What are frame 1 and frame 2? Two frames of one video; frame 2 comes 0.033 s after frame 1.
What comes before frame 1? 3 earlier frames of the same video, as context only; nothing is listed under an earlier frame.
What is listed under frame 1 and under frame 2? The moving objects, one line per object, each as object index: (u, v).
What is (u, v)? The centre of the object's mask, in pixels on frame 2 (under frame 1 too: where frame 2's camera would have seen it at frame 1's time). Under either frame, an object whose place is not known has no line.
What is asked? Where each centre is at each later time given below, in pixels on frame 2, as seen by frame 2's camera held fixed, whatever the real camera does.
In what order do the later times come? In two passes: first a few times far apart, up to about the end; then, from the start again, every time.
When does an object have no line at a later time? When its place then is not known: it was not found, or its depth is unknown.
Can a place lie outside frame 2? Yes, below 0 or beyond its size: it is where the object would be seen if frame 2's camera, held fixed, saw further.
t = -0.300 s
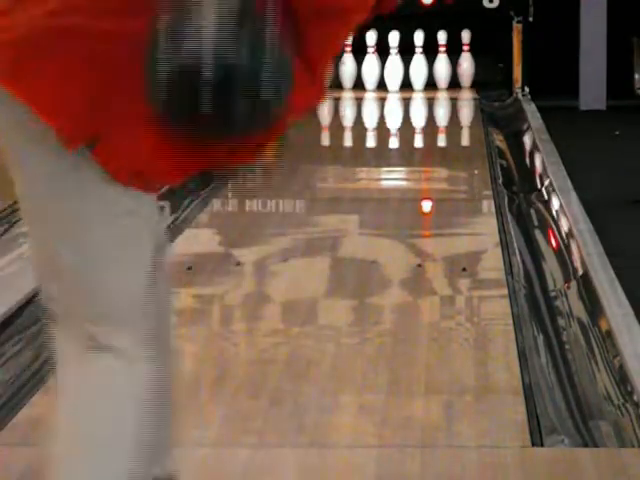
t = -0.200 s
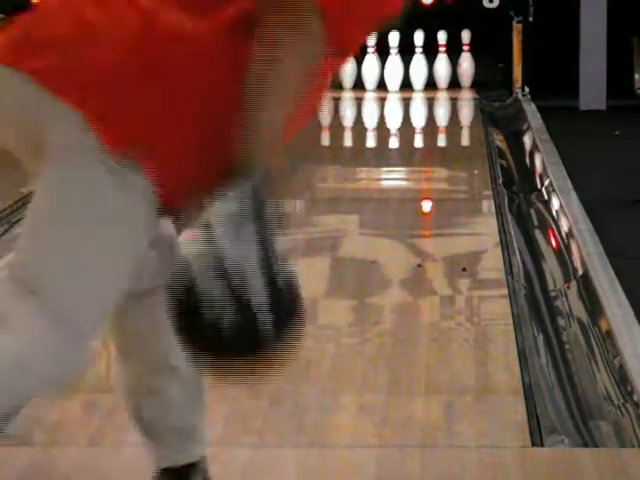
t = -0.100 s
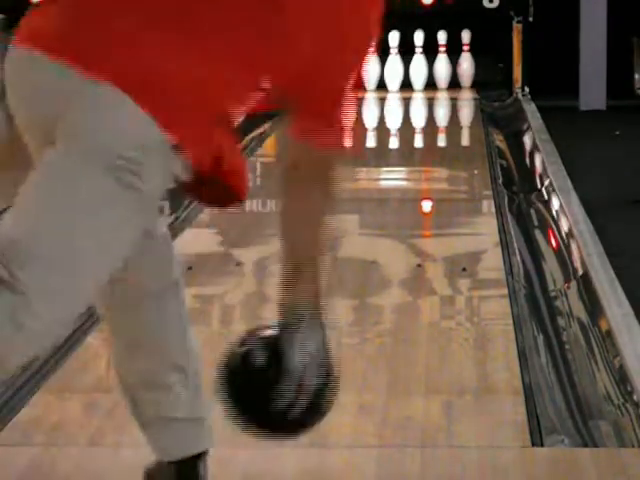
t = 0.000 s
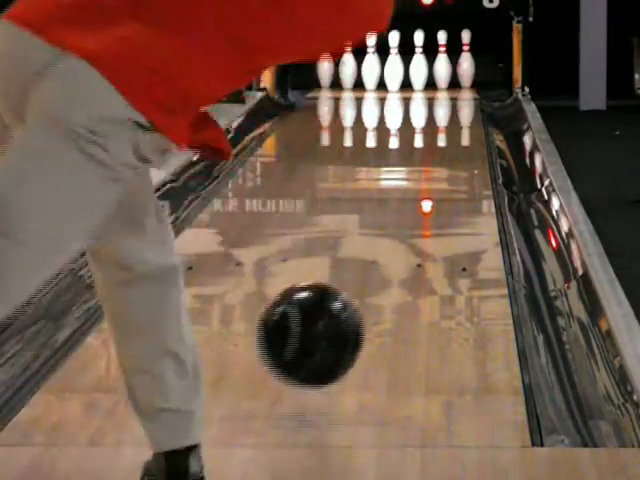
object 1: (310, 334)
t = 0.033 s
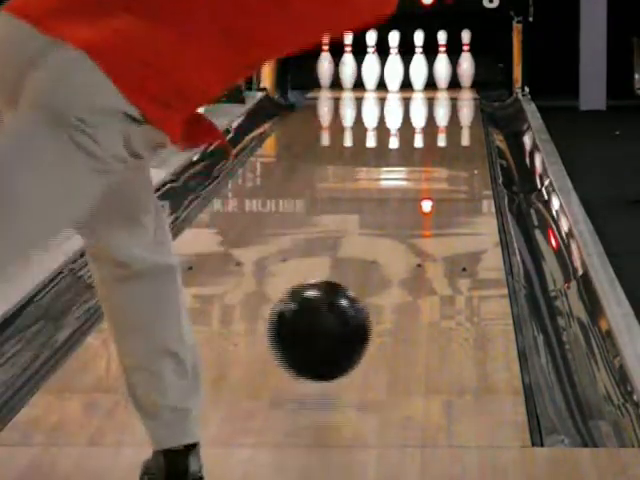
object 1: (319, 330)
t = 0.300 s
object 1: (371, 261)
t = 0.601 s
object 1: (403, 199)
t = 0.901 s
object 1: (420, 157)
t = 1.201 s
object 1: (427, 125)
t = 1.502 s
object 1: (427, 103)
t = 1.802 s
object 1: (414, 86)
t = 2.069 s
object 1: (398, 75)
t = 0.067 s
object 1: (327, 331)
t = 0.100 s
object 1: (335, 325)
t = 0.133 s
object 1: (342, 312)
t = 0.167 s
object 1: (349, 300)
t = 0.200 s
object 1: (355, 291)
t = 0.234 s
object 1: (361, 280)
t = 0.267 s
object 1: (366, 271)
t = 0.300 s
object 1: (371, 261)
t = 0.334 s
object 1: (375, 253)
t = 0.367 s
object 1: (380, 246)
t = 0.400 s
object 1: (384, 238)
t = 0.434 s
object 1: (388, 231)
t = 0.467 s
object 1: (391, 224)
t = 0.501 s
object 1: (394, 217)
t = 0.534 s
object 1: (391, 210)
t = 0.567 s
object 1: (401, 204)
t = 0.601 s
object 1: (403, 199)
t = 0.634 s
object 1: (405, 194)
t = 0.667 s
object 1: (408, 188)
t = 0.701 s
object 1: (410, 184)
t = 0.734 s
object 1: (412, 178)
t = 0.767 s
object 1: (414, 174)
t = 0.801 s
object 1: (416, 170)
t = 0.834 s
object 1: (418, 165)
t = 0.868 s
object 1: (419, 161)
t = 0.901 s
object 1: (420, 157)
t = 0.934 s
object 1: (422, 153)
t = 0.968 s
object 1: (422, 149)
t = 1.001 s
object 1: (423, 146)
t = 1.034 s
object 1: (424, 142)
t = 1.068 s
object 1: (426, 139)
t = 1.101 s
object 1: (426, 135)
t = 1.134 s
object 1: (426, 132)
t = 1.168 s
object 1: (427, 128)
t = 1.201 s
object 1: (427, 125)
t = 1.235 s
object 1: (427, 122)
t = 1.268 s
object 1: (428, 120)
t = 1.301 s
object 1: (429, 117)
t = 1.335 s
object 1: (428, 114)
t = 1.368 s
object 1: (428, 112)
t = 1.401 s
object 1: (428, 110)
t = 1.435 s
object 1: (428, 108)
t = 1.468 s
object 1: (427, 105)
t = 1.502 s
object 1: (427, 103)
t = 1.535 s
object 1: (426, 101)
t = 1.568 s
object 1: (425, 99)
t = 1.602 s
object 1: (424, 97)
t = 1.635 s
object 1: (423, 95)
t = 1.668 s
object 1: (421, 93)
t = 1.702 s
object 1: (419, 91)
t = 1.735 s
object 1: (418, 90)
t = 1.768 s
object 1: (416, 88)
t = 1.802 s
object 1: (414, 86)
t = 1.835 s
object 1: (413, 84)
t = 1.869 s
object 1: (411, 83)
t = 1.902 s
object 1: (408, 81)
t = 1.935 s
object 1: (405, 80)
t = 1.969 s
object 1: (403, 78)
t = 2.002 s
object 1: (400, 76)
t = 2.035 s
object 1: (398, 75)
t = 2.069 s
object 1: (398, 75)
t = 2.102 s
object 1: (394, 75)
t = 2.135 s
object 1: (388, 73)
